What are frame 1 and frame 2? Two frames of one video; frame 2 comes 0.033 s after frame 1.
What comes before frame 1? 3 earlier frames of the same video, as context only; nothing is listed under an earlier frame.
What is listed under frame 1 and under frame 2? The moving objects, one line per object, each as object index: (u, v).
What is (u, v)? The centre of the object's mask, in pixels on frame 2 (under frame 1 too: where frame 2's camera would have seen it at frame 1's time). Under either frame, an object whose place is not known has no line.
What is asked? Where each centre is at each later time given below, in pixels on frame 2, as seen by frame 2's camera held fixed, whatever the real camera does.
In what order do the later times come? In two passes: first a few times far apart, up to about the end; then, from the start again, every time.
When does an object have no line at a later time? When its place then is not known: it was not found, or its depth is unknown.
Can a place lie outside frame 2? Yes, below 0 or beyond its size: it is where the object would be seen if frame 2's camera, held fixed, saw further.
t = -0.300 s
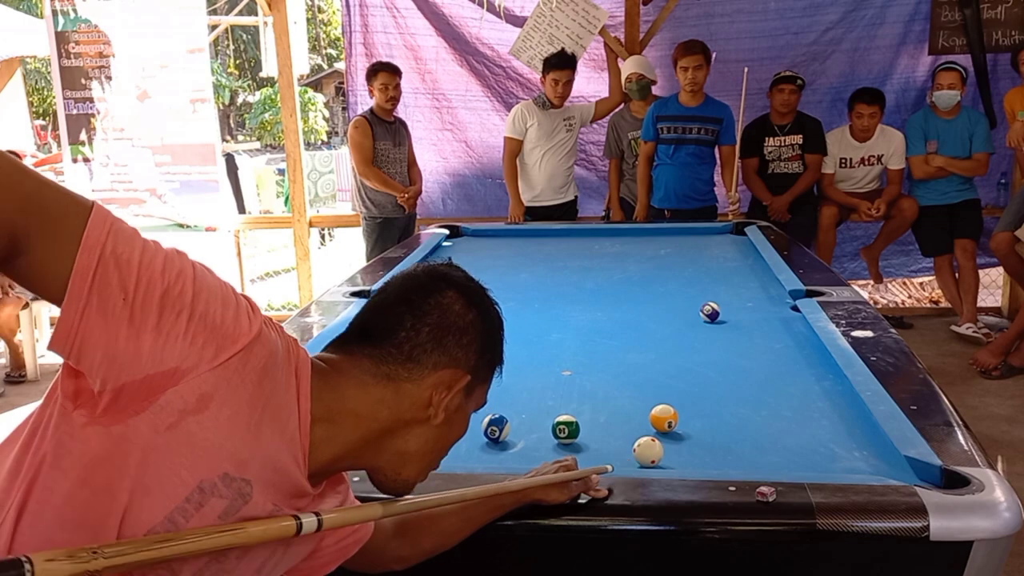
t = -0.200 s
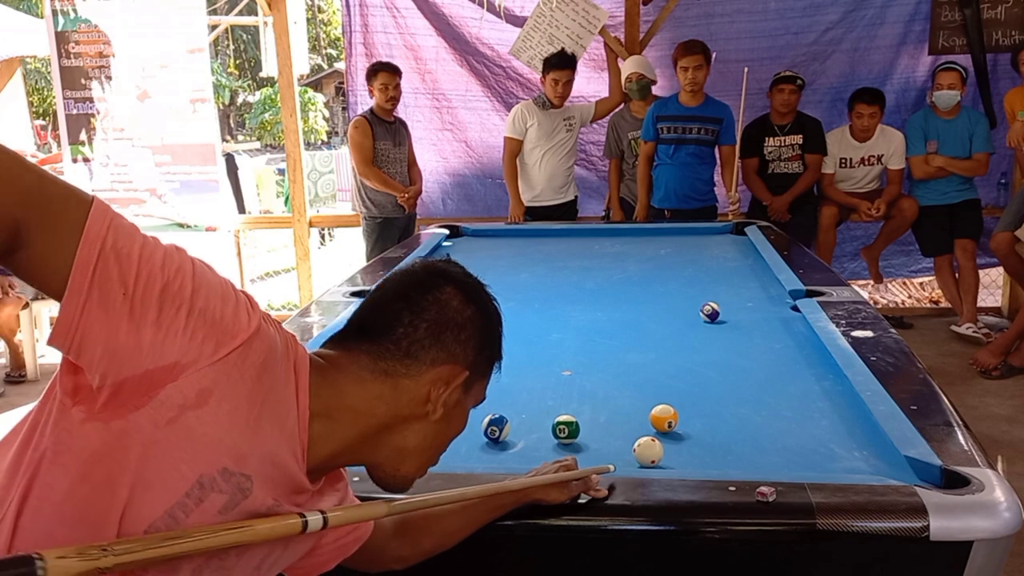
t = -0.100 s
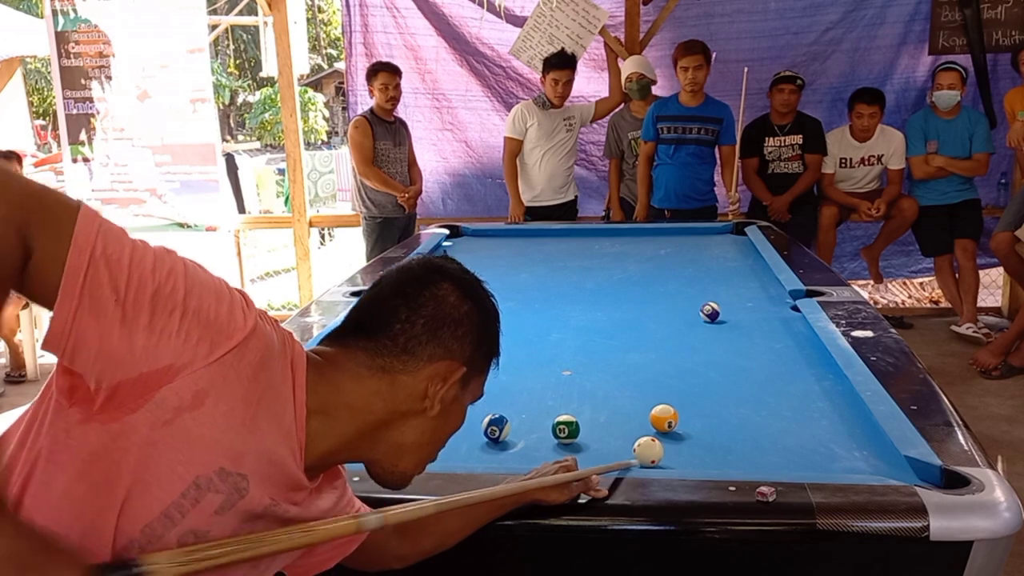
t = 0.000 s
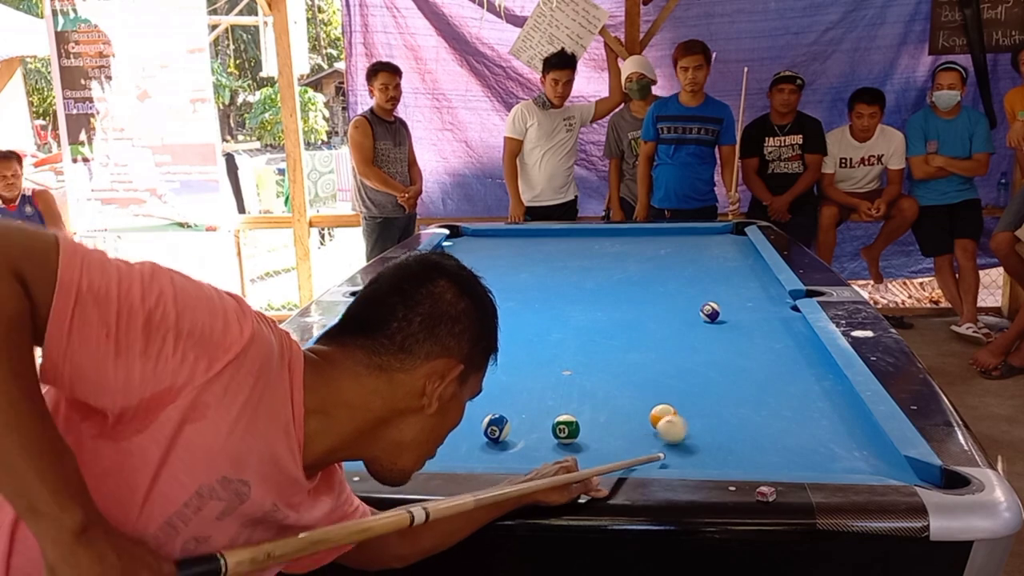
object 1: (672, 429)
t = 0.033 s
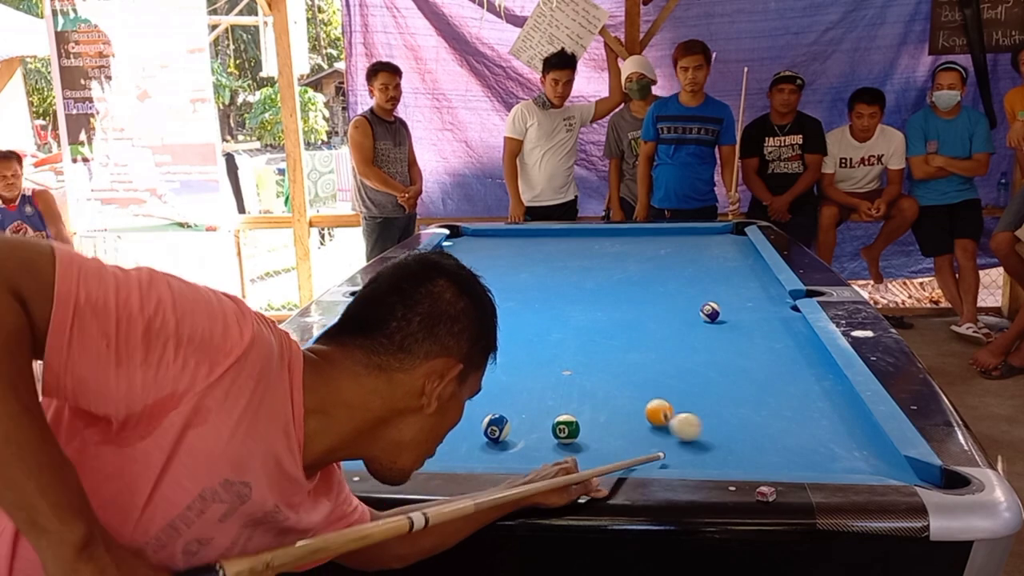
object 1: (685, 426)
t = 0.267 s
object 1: (766, 423)
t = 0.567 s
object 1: (858, 422)
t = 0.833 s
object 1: (820, 430)
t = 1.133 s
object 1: (770, 439)
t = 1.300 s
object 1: (744, 445)
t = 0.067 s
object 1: (700, 425)
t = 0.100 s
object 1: (713, 425)
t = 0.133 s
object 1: (724, 424)
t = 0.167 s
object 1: (734, 424)
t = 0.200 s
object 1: (745, 424)
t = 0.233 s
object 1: (755, 424)
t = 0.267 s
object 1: (766, 423)
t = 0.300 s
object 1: (776, 423)
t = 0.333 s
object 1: (787, 423)
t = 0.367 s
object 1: (797, 423)
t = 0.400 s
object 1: (808, 423)
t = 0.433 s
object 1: (817, 423)
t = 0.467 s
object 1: (828, 422)
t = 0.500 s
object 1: (839, 422)
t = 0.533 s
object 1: (848, 422)
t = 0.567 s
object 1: (858, 422)
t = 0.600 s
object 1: (858, 422)
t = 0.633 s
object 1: (853, 424)
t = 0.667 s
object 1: (848, 424)
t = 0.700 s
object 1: (842, 426)
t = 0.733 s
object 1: (837, 427)
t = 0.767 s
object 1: (831, 428)
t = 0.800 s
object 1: (825, 429)
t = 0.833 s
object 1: (820, 430)
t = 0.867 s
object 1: (814, 431)
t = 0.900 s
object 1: (809, 432)
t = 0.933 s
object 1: (803, 433)
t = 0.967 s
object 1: (798, 434)
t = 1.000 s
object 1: (792, 435)
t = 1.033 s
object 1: (786, 436)
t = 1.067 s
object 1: (781, 438)
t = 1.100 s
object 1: (776, 439)
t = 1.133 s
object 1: (770, 439)
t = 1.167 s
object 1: (765, 440)
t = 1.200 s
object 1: (760, 442)
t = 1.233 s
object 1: (754, 443)
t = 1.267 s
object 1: (749, 443)
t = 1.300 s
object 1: (744, 445)
